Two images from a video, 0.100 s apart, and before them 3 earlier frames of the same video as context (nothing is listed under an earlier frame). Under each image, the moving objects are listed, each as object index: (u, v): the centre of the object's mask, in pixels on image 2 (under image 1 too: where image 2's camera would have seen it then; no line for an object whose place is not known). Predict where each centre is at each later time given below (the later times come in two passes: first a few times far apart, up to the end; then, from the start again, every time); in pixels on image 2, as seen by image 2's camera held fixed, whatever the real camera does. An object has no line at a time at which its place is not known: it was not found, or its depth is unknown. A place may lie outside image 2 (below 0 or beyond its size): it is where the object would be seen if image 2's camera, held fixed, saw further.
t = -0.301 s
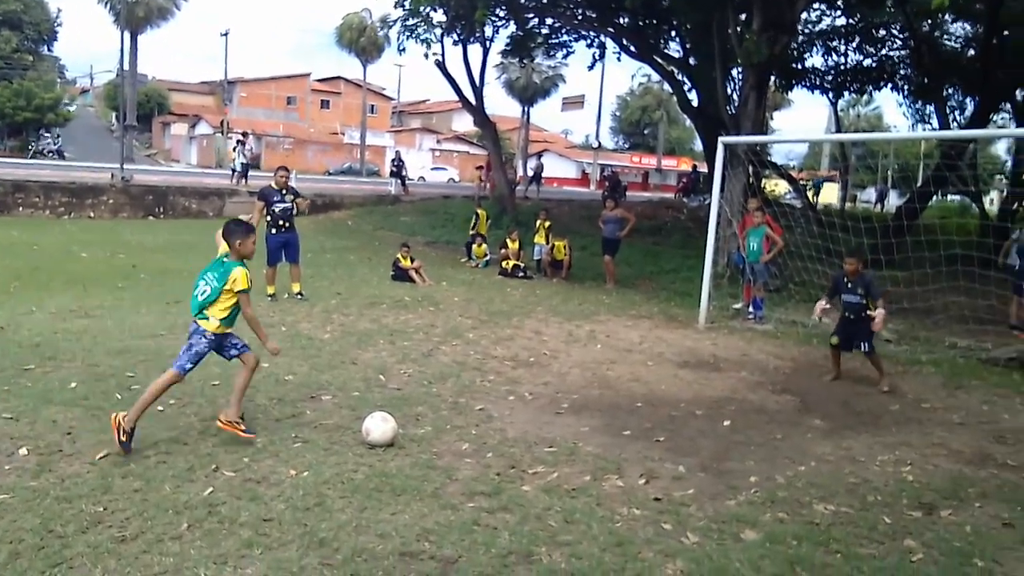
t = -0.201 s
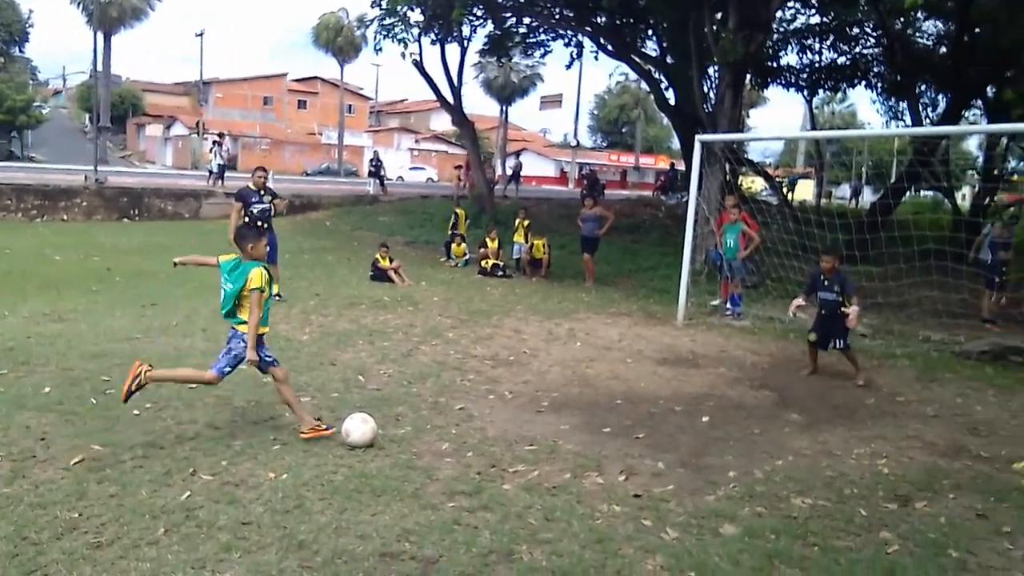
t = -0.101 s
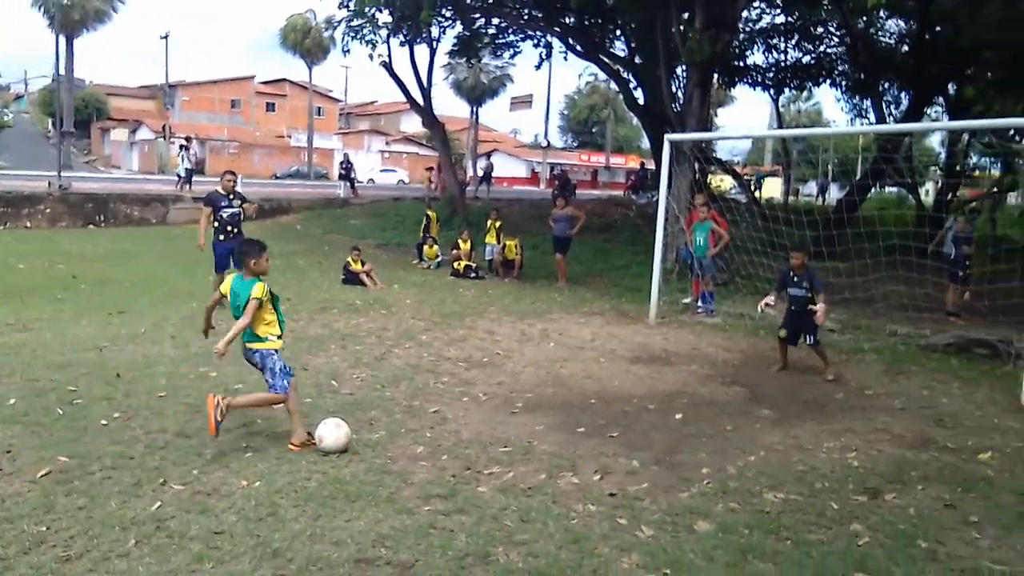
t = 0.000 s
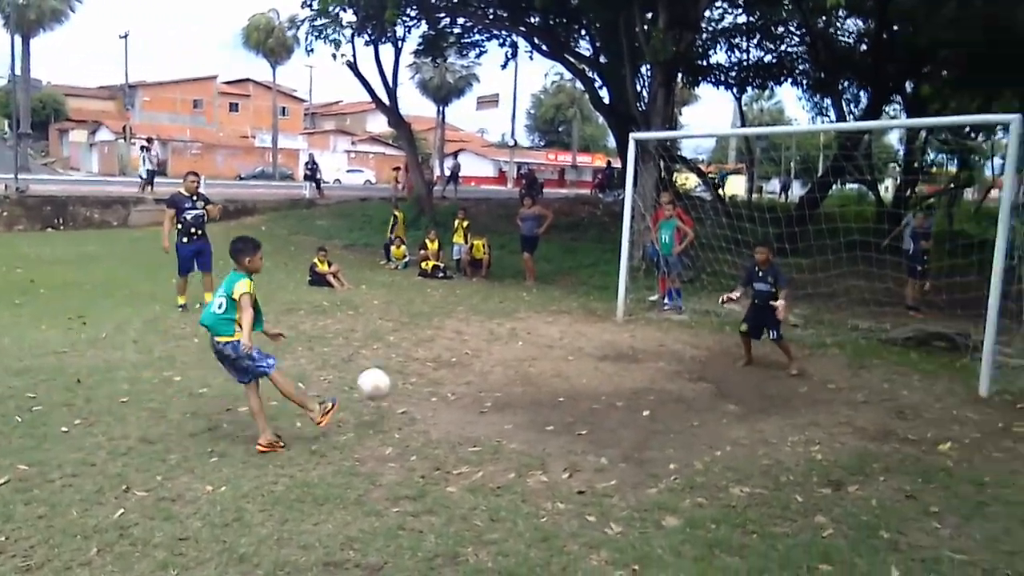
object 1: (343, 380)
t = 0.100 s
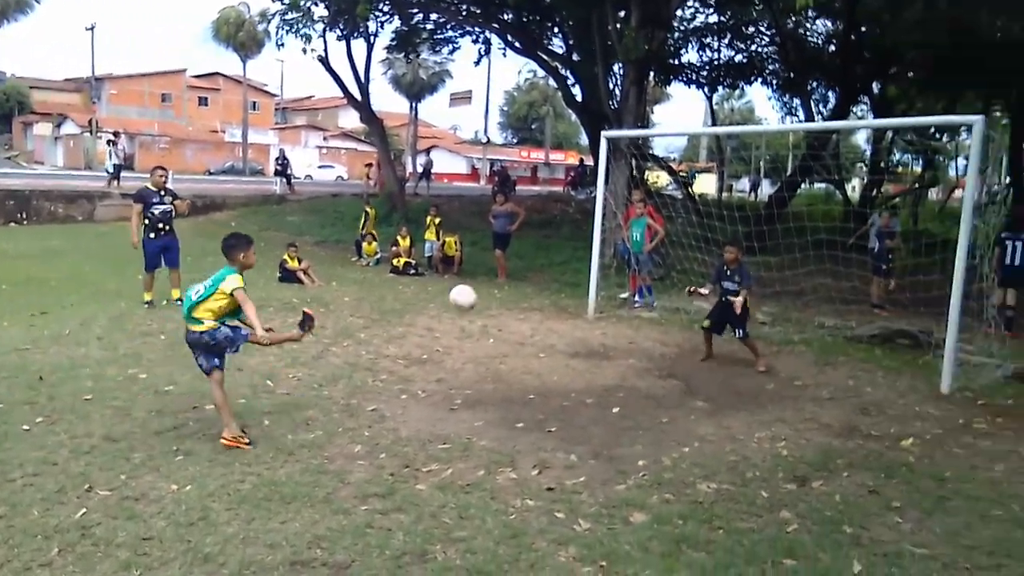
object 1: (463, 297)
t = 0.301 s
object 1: (612, 211)
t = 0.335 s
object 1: (630, 203)
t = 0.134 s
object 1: (494, 277)
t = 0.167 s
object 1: (523, 259)
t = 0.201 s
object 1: (548, 244)
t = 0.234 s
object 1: (571, 232)
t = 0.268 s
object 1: (592, 221)
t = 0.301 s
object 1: (612, 211)
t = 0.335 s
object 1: (630, 203)
